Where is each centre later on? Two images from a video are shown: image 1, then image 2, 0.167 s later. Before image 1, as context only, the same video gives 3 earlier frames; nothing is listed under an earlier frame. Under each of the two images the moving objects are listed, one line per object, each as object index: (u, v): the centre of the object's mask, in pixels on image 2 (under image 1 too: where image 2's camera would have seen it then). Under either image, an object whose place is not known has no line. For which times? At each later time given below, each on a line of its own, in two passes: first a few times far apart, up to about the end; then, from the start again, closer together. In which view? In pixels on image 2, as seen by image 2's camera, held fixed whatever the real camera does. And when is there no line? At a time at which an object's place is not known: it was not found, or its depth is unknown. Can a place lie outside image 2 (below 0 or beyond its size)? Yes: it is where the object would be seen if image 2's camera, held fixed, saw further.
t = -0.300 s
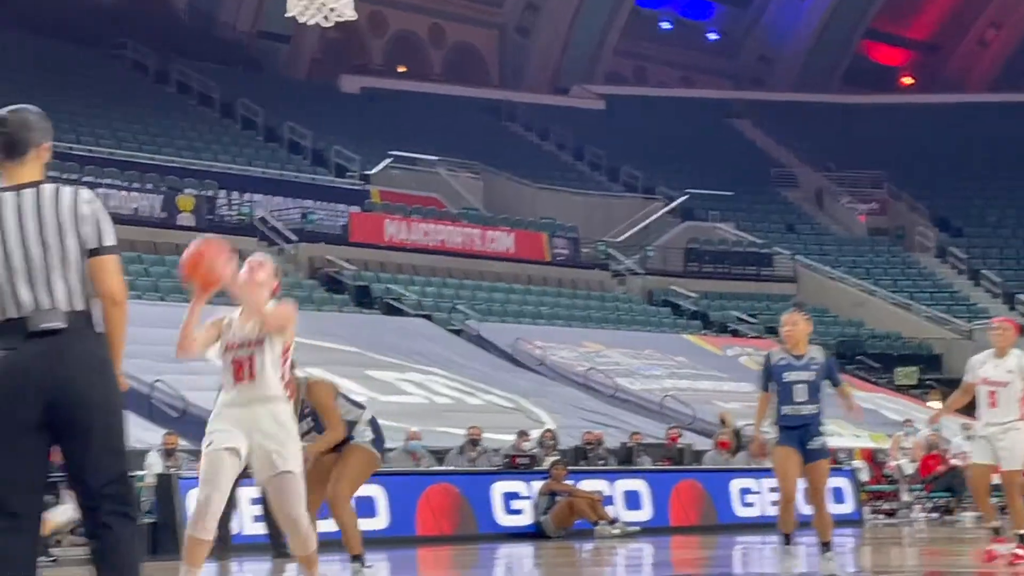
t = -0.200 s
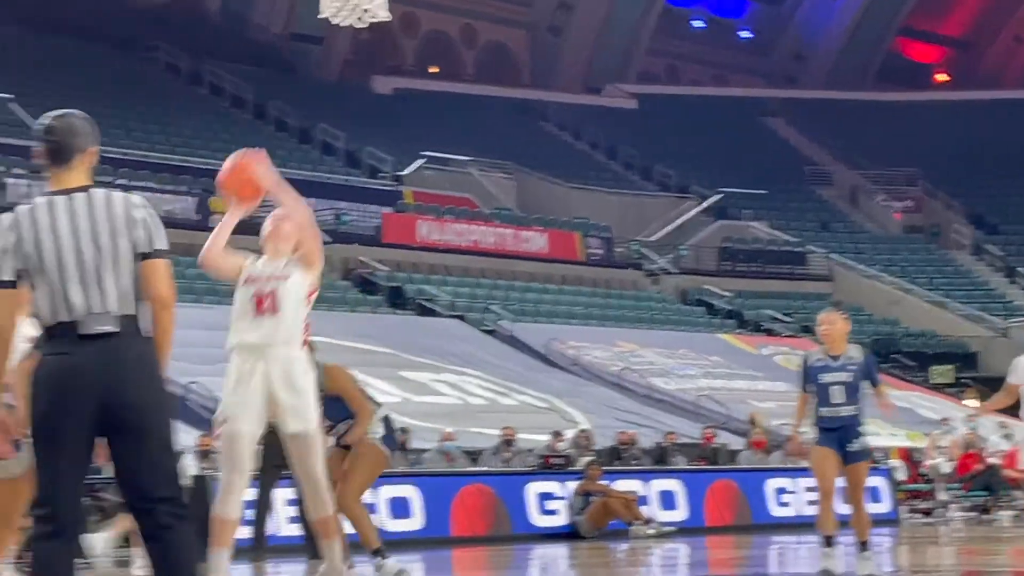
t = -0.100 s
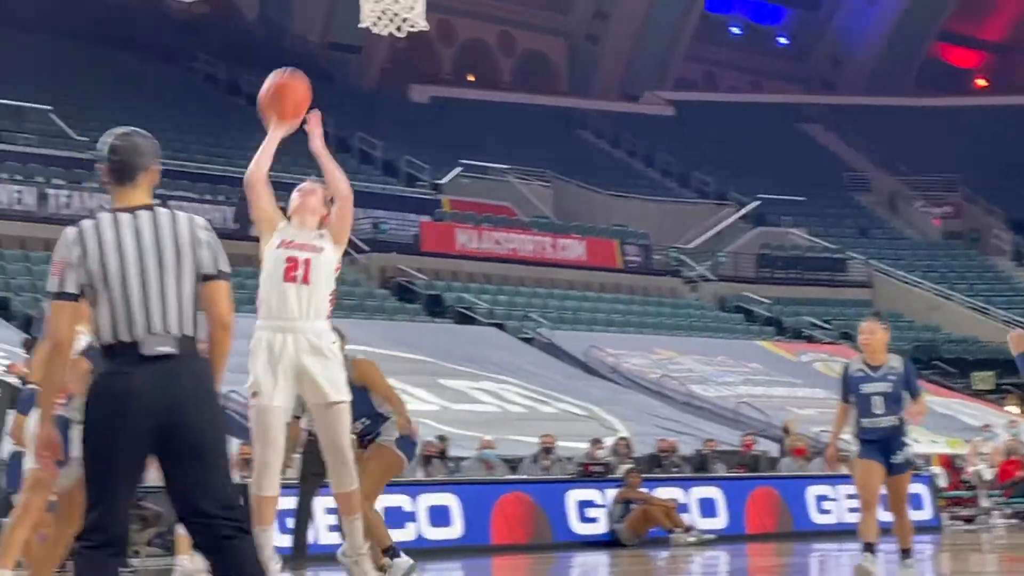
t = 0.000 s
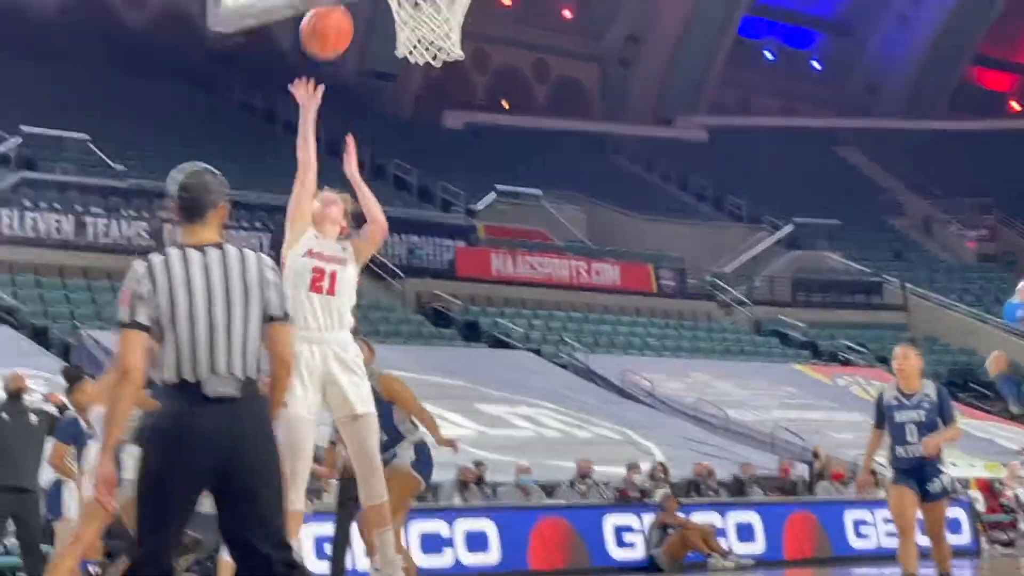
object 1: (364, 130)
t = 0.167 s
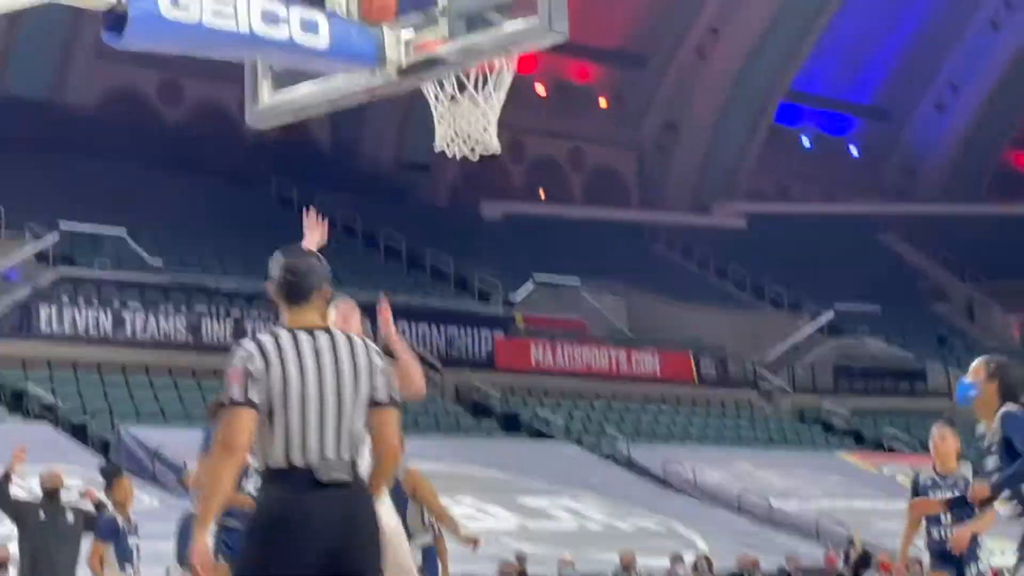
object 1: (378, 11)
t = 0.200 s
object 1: (377, -2)
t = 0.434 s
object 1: (434, -15)
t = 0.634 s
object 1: (503, 87)
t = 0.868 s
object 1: (491, 174)
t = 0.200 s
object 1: (377, -2)
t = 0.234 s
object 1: (381, -14)
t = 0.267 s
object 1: (389, -20)
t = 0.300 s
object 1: (399, -24)
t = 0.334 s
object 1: (409, -24)
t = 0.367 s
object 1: (415, -23)
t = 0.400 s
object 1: (420, -20)
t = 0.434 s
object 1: (434, -15)
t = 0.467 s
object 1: (448, -4)
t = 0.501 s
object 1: (465, 15)
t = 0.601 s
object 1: (497, 77)
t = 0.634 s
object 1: (503, 87)
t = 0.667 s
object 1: (508, 98)
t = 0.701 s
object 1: (507, 108)
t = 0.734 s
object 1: (504, 117)
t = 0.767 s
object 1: (499, 139)
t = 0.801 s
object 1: (496, 148)
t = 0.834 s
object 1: (494, 159)
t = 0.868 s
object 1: (491, 174)
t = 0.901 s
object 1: (488, 195)
